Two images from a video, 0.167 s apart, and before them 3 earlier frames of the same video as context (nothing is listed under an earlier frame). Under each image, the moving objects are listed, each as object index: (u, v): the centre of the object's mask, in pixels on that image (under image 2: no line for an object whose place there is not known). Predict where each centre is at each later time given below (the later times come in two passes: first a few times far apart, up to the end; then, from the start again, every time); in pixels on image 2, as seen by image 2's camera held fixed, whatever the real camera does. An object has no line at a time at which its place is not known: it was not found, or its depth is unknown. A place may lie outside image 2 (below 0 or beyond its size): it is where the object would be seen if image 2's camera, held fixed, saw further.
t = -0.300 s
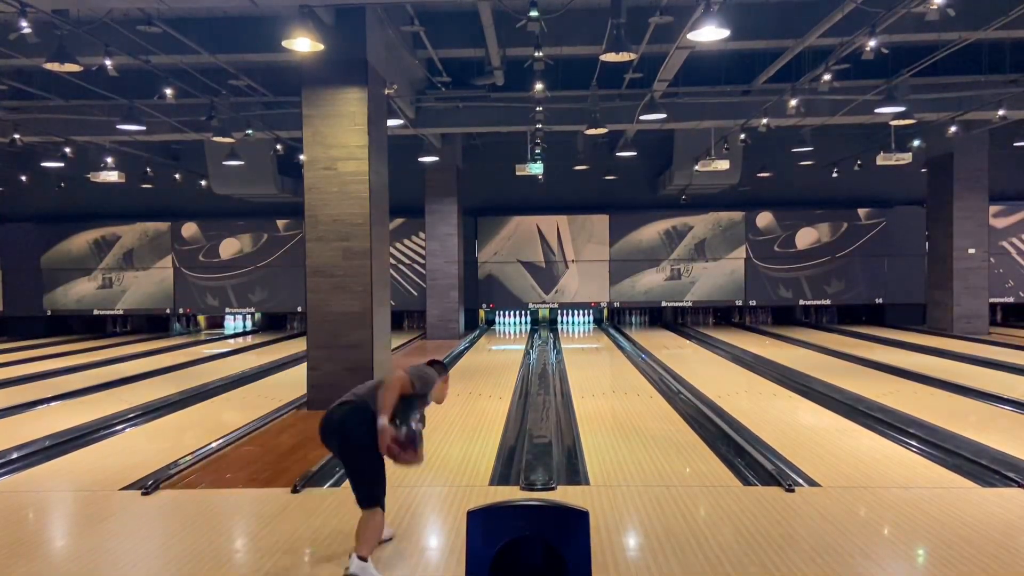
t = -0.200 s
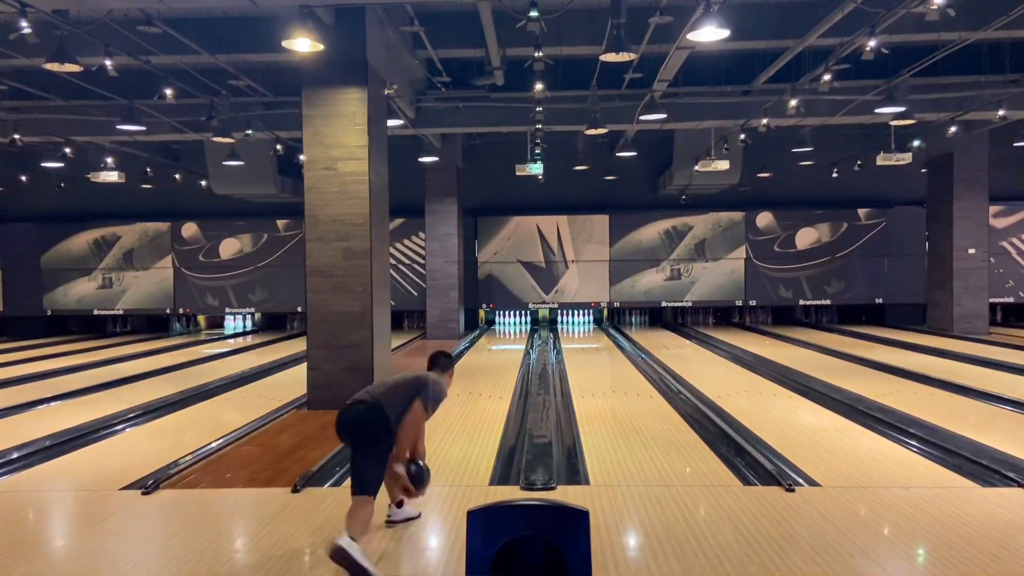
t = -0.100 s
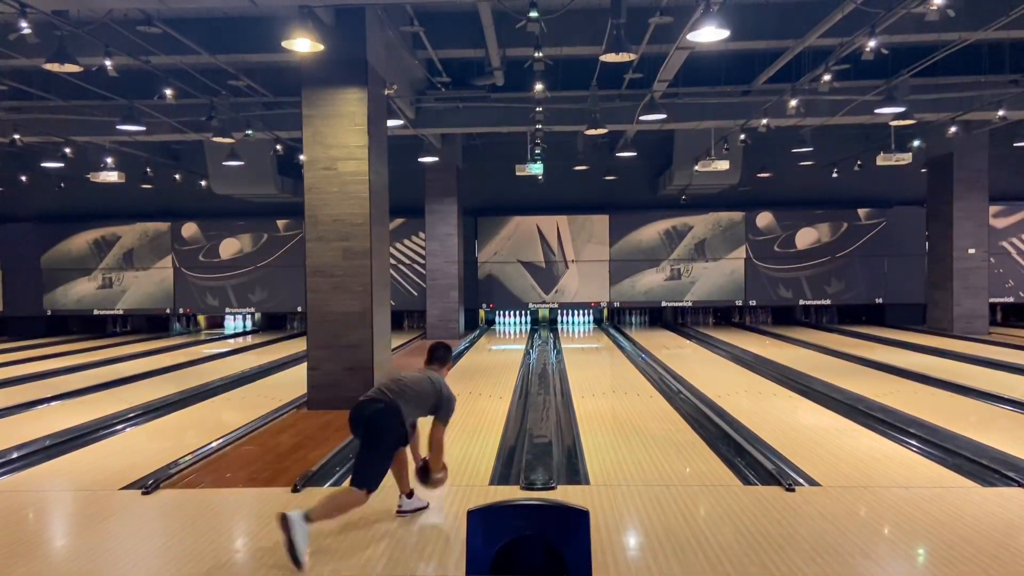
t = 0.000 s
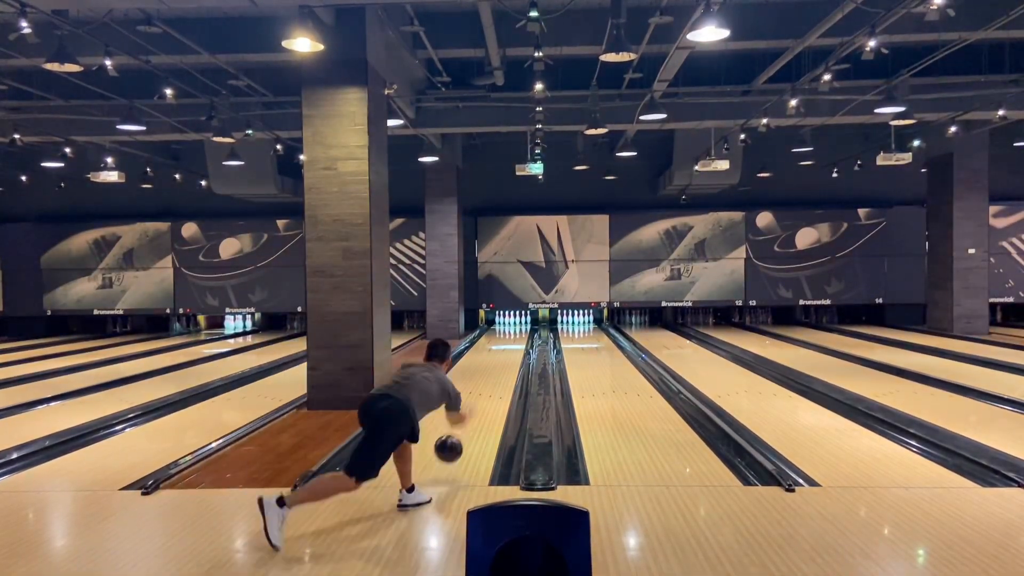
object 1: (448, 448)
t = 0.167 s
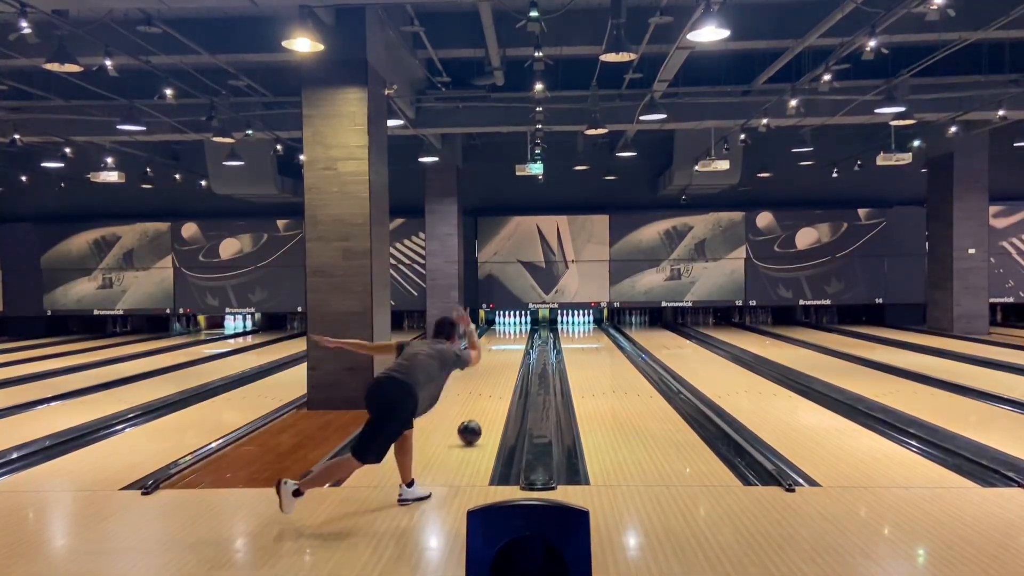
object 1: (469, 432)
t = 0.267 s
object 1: (479, 417)
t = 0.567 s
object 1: (498, 388)
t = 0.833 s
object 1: (509, 370)
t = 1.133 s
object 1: (517, 355)
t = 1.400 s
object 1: (520, 346)
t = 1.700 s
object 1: (521, 337)
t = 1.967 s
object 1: (519, 332)
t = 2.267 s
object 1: (515, 327)
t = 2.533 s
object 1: (511, 324)
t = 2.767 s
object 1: (506, 320)
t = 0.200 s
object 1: (472, 426)
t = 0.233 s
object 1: (476, 423)
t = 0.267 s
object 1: (479, 417)
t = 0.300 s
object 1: (482, 413)
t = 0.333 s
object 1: (484, 410)
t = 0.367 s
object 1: (486, 407)
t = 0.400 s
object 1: (488, 404)
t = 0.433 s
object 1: (490, 400)
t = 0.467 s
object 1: (493, 396)
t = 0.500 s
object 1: (494, 393)
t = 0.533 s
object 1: (496, 390)
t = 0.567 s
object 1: (498, 388)
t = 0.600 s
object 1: (500, 385)
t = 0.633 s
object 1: (501, 382)
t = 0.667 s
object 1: (503, 380)
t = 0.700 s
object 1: (504, 378)
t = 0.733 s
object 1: (505, 376)
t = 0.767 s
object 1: (507, 374)
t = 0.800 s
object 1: (508, 372)
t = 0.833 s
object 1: (509, 370)
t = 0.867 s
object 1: (510, 368)
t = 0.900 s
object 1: (511, 366)
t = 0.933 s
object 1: (512, 364)
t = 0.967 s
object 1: (513, 362)
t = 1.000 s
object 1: (514, 361)
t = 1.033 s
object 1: (515, 359)
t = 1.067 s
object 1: (515, 358)
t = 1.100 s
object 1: (516, 356)
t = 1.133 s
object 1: (517, 355)
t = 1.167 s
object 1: (517, 354)
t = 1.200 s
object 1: (518, 353)
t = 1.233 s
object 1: (518, 351)
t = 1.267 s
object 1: (519, 350)
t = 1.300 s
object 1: (519, 349)
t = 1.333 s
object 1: (520, 347)
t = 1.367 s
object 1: (520, 346)
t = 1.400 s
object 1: (520, 346)
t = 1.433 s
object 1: (520, 344)
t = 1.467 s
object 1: (520, 344)
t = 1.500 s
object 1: (521, 342)
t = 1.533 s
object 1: (521, 342)
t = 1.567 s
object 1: (521, 341)
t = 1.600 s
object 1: (521, 340)
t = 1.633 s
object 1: (521, 339)
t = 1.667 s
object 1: (521, 338)
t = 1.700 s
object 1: (521, 337)
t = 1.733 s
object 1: (521, 337)
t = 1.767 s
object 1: (521, 336)
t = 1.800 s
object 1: (520, 335)
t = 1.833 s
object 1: (520, 334)
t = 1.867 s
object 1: (520, 334)
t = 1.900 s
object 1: (520, 333)
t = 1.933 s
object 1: (519, 332)
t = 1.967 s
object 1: (519, 332)
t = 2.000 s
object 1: (519, 331)
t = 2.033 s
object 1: (518, 331)
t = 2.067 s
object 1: (518, 330)
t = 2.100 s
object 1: (517, 329)
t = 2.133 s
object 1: (517, 330)
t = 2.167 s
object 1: (516, 329)
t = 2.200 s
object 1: (516, 329)
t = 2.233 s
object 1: (515, 328)
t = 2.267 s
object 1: (515, 327)
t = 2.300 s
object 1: (514, 326)
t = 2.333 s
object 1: (514, 326)
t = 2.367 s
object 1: (513, 325)
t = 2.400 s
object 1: (513, 325)
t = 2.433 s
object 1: (512, 324)
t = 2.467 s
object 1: (512, 324)
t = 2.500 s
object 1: (511, 324)
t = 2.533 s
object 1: (511, 324)
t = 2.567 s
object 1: (511, 324)
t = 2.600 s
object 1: (510, 323)
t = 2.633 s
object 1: (510, 322)
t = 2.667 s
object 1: (509, 322)
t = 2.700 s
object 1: (507, 321)
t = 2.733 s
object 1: (507, 321)
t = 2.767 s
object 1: (506, 320)
